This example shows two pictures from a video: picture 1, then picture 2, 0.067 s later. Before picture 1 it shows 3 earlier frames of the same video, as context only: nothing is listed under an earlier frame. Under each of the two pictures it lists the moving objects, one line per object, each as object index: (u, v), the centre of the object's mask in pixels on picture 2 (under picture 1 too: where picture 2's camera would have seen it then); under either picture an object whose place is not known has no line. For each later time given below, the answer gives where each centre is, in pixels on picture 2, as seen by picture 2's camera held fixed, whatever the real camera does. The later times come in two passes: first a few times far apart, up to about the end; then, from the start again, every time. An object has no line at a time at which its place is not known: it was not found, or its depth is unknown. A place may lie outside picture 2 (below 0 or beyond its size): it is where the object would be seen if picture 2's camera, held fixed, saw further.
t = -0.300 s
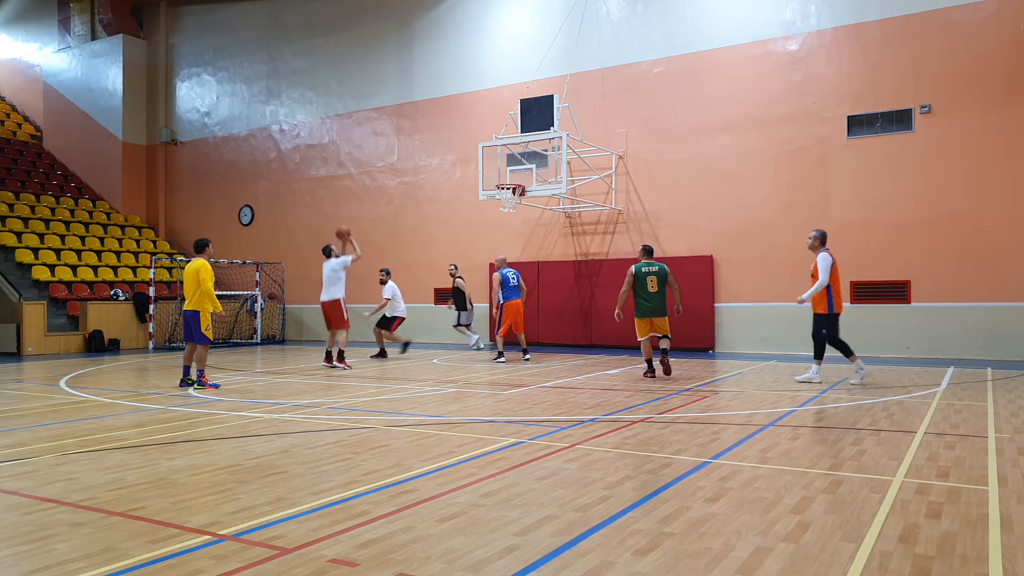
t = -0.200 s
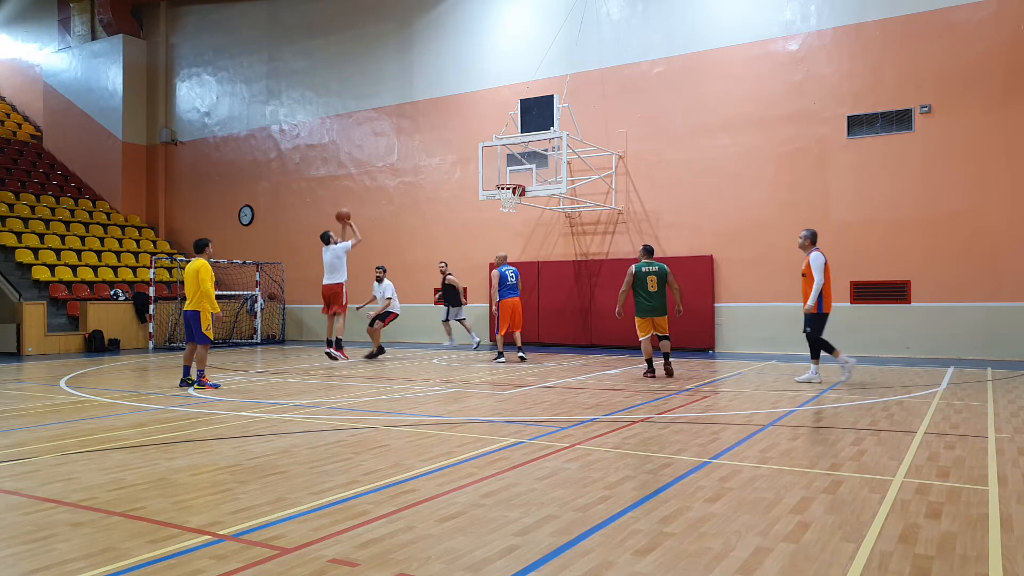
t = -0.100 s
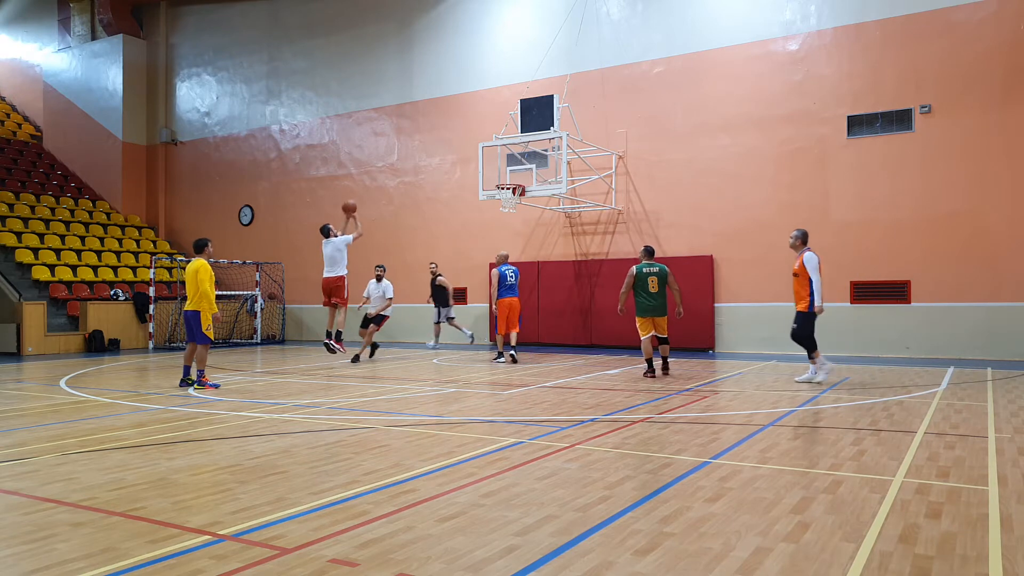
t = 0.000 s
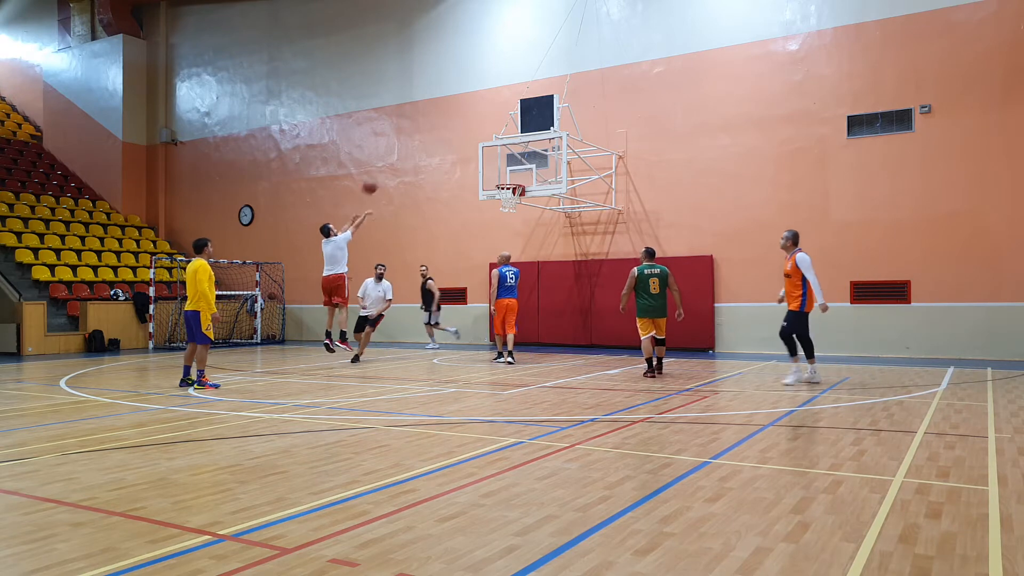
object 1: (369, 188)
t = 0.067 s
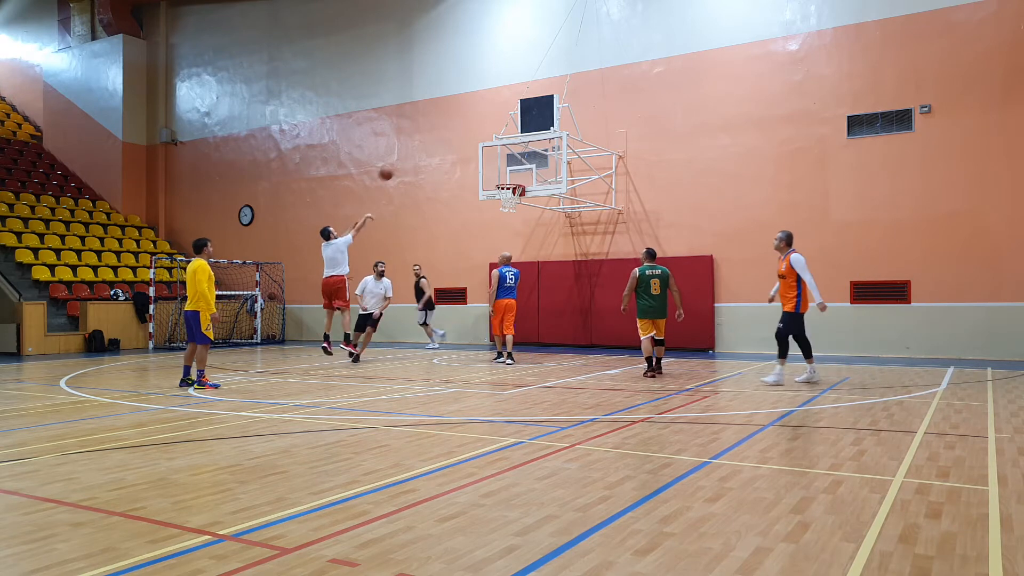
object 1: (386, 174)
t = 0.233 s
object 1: (424, 154)
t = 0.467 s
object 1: (473, 153)
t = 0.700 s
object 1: (501, 176)
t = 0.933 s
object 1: (517, 177)
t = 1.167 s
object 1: (540, 184)
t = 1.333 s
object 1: (556, 209)
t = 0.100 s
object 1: (393, 168)
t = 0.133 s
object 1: (401, 164)
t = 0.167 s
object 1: (409, 160)
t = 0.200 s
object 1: (416, 156)
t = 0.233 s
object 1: (424, 154)
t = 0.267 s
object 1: (431, 152)
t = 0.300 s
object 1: (439, 151)
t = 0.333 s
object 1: (446, 150)
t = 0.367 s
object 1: (453, 150)
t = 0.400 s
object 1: (460, 150)
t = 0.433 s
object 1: (467, 151)
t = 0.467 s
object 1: (473, 153)
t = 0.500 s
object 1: (480, 155)
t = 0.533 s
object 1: (487, 158)
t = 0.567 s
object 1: (493, 161)
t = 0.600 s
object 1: (500, 165)
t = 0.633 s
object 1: (501, 168)
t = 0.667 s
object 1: (501, 172)
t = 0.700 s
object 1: (501, 176)
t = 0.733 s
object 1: (500, 180)
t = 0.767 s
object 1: (502, 180)
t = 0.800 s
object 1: (505, 180)
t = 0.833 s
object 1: (508, 180)
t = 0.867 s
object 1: (511, 179)
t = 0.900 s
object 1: (514, 178)
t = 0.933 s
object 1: (517, 177)
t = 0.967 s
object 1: (520, 176)
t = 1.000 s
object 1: (524, 176)
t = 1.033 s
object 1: (527, 176)
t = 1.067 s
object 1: (530, 177)
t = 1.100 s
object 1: (533, 178)
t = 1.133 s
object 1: (536, 181)
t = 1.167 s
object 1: (540, 184)
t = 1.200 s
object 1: (543, 188)
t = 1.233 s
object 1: (546, 192)
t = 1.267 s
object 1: (549, 196)
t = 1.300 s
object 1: (553, 202)
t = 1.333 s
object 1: (556, 209)
